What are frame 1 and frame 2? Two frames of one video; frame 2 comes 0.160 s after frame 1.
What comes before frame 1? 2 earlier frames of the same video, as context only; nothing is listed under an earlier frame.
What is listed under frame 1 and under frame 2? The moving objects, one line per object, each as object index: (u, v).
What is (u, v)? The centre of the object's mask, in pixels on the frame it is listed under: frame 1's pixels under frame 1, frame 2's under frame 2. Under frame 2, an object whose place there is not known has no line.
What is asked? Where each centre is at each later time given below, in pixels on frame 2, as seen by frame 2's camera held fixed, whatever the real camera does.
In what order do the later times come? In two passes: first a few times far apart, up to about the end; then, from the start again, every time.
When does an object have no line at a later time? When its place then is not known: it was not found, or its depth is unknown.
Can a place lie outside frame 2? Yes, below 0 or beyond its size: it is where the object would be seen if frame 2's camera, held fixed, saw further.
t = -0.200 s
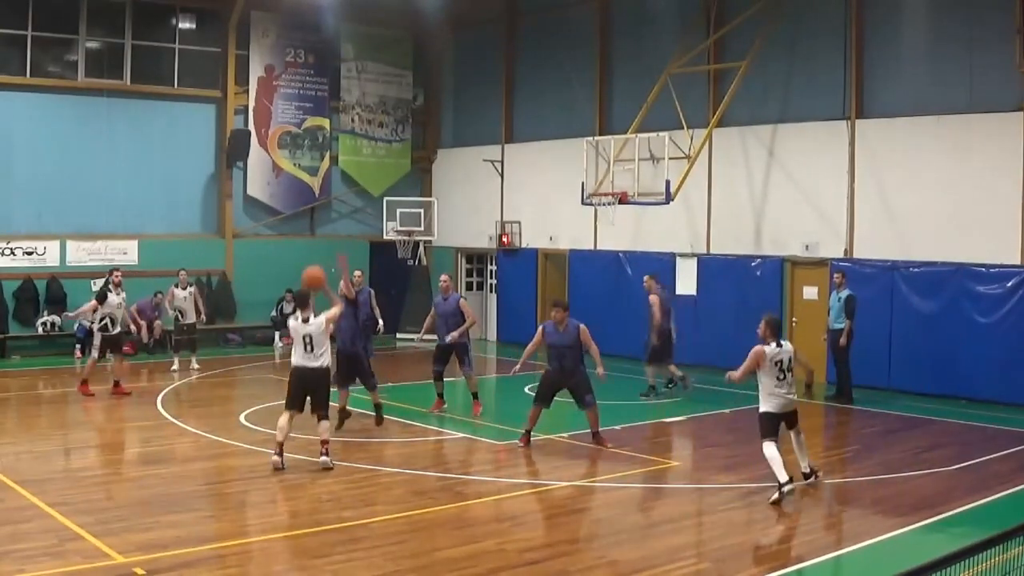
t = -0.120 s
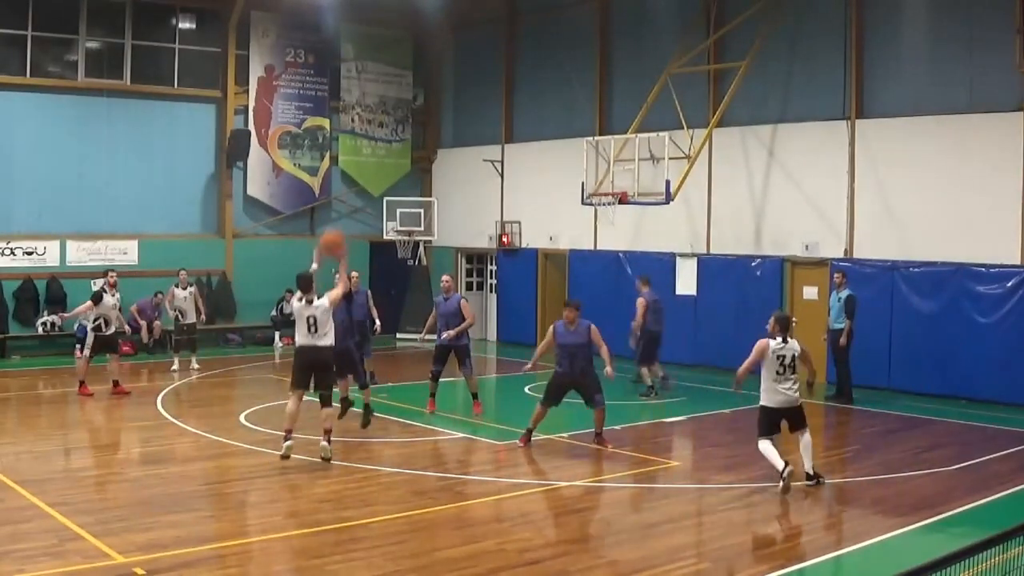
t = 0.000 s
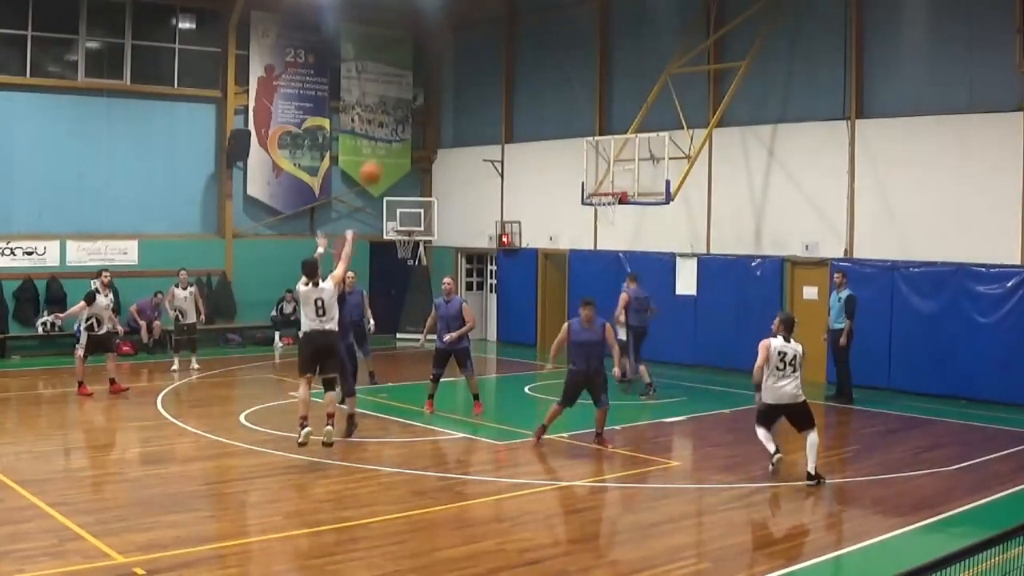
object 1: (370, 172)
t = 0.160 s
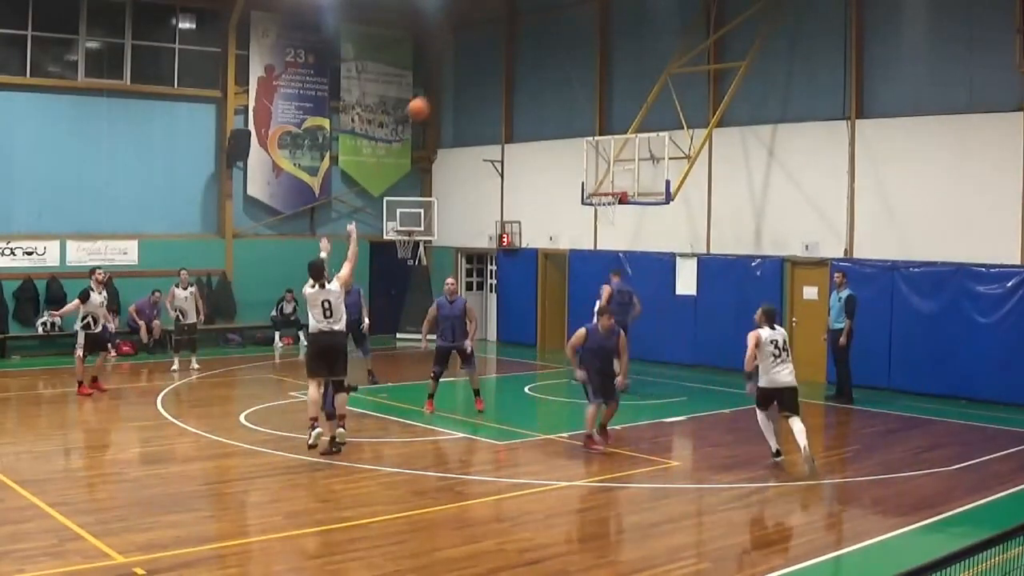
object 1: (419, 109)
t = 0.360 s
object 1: (470, 67)
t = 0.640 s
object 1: (531, 65)
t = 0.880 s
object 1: (574, 105)
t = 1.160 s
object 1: (612, 188)
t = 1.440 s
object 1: (580, 156)
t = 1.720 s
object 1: (554, 163)
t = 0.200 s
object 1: (429, 97)
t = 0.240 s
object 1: (439, 88)
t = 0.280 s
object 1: (450, 79)
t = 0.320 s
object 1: (460, 72)
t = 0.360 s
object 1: (470, 67)
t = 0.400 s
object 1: (480, 63)
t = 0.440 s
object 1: (488, 61)
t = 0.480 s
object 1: (498, 59)
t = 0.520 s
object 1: (506, 59)
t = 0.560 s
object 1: (515, 60)
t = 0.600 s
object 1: (523, 62)
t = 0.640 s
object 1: (531, 65)
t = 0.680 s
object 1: (538, 69)
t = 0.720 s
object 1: (546, 75)
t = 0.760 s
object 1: (553, 81)
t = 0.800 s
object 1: (559, 89)
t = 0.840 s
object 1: (567, 95)
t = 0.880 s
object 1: (574, 105)
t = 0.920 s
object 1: (580, 114)
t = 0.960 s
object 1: (587, 126)
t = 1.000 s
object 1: (592, 138)
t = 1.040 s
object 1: (598, 151)
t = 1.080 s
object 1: (603, 163)
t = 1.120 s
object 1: (609, 178)
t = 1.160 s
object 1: (612, 188)
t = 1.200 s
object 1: (604, 189)
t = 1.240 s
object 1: (597, 185)
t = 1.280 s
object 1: (595, 177)
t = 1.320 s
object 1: (591, 171)
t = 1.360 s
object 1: (588, 165)
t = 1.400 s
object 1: (584, 161)
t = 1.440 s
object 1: (580, 156)
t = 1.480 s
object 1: (577, 155)
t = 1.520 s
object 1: (573, 154)
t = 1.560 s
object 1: (570, 153)
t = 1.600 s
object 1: (566, 154)
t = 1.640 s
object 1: (562, 156)
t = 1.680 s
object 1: (558, 159)
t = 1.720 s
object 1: (554, 163)
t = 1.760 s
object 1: (550, 168)
